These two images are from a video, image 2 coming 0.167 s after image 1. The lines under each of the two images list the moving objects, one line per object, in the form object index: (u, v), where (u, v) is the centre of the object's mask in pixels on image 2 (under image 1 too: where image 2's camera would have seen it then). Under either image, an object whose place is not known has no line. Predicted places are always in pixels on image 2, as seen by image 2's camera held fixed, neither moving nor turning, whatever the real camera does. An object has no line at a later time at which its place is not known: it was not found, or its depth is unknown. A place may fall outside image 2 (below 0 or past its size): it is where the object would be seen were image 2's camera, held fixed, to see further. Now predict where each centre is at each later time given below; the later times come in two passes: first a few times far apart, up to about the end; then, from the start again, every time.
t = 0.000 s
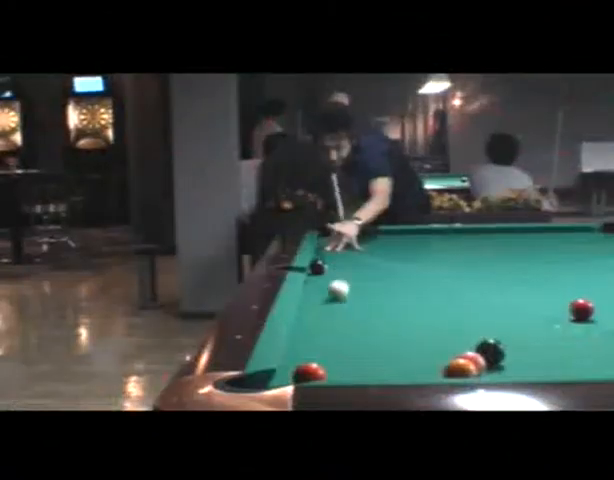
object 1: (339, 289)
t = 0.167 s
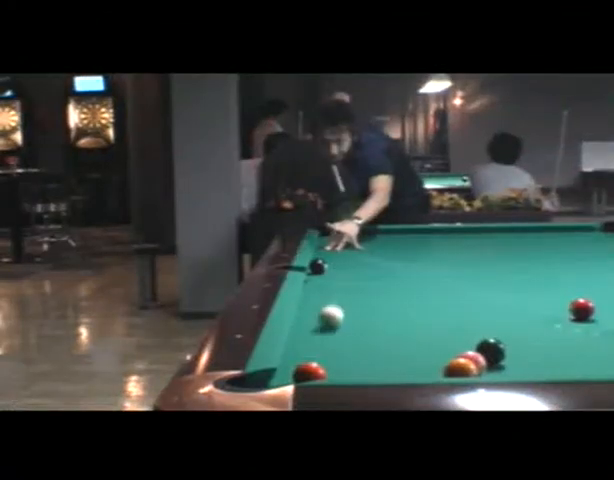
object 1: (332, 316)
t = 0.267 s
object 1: (325, 337)
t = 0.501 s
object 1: (320, 369)
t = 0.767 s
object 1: (287, 374)
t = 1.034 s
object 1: (294, 374)
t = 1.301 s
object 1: (308, 375)
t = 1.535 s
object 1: (314, 374)
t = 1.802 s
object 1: (314, 374)
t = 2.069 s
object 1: (314, 374)
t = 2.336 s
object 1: (314, 374)
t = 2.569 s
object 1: (314, 374)
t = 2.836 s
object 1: (314, 374)
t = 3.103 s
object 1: (314, 374)
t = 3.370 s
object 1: (315, 374)
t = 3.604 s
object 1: (315, 374)
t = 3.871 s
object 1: (314, 374)
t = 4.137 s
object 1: (315, 375)
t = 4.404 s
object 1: (315, 374)
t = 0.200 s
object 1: (330, 322)
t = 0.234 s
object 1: (327, 330)
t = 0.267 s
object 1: (325, 337)
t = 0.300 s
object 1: (322, 347)
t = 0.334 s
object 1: (320, 353)
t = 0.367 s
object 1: (319, 358)
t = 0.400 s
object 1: (318, 362)
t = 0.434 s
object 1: (318, 367)
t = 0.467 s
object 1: (319, 368)
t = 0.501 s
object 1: (320, 369)
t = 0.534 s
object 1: (321, 370)
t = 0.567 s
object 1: (322, 371)
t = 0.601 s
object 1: (323, 373)
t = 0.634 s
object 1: (320, 373)
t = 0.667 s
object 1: (310, 373)
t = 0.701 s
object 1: (302, 374)
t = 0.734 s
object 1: (295, 374)
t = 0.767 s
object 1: (287, 374)
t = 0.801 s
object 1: (282, 374)
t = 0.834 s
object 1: (283, 374)
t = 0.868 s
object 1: (285, 374)
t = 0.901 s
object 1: (286, 374)
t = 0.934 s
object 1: (287, 374)
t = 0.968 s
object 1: (289, 374)
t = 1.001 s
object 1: (292, 374)
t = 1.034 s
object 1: (294, 374)
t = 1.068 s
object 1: (296, 374)
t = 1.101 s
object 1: (298, 374)
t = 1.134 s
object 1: (299, 375)
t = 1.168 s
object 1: (301, 375)
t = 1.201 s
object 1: (303, 375)
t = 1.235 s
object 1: (305, 375)
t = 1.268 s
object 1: (307, 375)
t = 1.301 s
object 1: (308, 375)
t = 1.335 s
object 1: (310, 375)
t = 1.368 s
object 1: (311, 375)
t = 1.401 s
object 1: (312, 375)
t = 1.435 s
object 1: (314, 375)
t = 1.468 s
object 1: (314, 375)
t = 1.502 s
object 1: (314, 375)
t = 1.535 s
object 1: (314, 374)
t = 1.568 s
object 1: (314, 375)
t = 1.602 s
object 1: (314, 374)
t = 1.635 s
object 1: (314, 374)
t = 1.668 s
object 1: (314, 374)
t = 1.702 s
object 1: (314, 374)
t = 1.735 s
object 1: (314, 374)
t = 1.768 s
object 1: (314, 374)
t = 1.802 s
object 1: (314, 374)
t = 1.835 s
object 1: (314, 374)
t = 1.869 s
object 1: (314, 374)
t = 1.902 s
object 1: (314, 374)
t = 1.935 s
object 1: (314, 374)
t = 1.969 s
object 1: (314, 374)
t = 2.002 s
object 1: (314, 374)
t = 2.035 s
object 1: (314, 374)
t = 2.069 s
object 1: (314, 374)
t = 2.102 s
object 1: (314, 374)
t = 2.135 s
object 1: (314, 374)
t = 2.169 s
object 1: (314, 374)
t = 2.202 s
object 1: (314, 374)
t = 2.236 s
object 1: (314, 374)
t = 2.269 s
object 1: (314, 374)
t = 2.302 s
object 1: (314, 374)
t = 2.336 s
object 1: (314, 374)
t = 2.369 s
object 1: (314, 374)
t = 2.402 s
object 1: (314, 374)
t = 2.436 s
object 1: (314, 374)
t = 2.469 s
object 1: (314, 374)
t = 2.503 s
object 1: (314, 374)
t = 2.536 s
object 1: (314, 374)
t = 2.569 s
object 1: (314, 374)
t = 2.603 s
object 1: (314, 374)
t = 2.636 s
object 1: (314, 374)
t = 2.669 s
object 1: (314, 374)
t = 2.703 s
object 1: (314, 374)
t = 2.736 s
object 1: (314, 374)
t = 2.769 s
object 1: (314, 374)
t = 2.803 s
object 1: (314, 374)
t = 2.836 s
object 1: (314, 374)
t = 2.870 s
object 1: (314, 374)
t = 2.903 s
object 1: (314, 374)
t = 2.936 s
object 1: (314, 374)
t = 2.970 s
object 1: (314, 374)
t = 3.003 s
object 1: (314, 374)
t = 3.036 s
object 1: (314, 374)
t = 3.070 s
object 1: (315, 374)
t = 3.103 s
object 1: (314, 374)
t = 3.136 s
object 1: (314, 374)
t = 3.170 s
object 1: (314, 374)
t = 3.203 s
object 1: (315, 374)
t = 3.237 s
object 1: (315, 374)
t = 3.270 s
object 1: (315, 374)
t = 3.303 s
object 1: (314, 374)
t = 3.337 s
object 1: (315, 374)
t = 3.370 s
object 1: (315, 374)
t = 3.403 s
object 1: (315, 374)
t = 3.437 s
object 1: (315, 374)
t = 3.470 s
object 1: (315, 374)
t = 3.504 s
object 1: (315, 374)
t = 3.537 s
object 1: (315, 374)
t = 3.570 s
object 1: (315, 374)
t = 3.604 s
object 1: (315, 374)
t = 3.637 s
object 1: (315, 374)
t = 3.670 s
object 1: (315, 374)
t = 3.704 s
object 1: (315, 374)
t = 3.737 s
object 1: (315, 374)
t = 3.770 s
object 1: (315, 374)
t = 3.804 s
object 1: (315, 374)
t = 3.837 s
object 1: (315, 374)
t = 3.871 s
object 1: (314, 374)
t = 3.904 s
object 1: (314, 374)
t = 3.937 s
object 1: (314, 375)
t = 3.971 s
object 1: (314, 375)
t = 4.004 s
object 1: (314, 374)
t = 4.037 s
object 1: (315, 375)
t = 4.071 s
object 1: (315, 375)
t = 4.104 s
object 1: (315, 375)
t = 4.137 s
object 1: (315, 375)
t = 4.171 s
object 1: (315, 375)
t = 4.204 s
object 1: (315, 375)
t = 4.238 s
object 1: (315, 375)
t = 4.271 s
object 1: (314, 375)
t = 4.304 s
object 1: (315, 375)
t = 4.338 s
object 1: (315, 375)
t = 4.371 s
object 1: (315, 375)
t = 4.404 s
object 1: (315, 374)
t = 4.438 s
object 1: (315, 375)
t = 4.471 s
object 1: (315, 375)
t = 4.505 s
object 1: (315, 374)
